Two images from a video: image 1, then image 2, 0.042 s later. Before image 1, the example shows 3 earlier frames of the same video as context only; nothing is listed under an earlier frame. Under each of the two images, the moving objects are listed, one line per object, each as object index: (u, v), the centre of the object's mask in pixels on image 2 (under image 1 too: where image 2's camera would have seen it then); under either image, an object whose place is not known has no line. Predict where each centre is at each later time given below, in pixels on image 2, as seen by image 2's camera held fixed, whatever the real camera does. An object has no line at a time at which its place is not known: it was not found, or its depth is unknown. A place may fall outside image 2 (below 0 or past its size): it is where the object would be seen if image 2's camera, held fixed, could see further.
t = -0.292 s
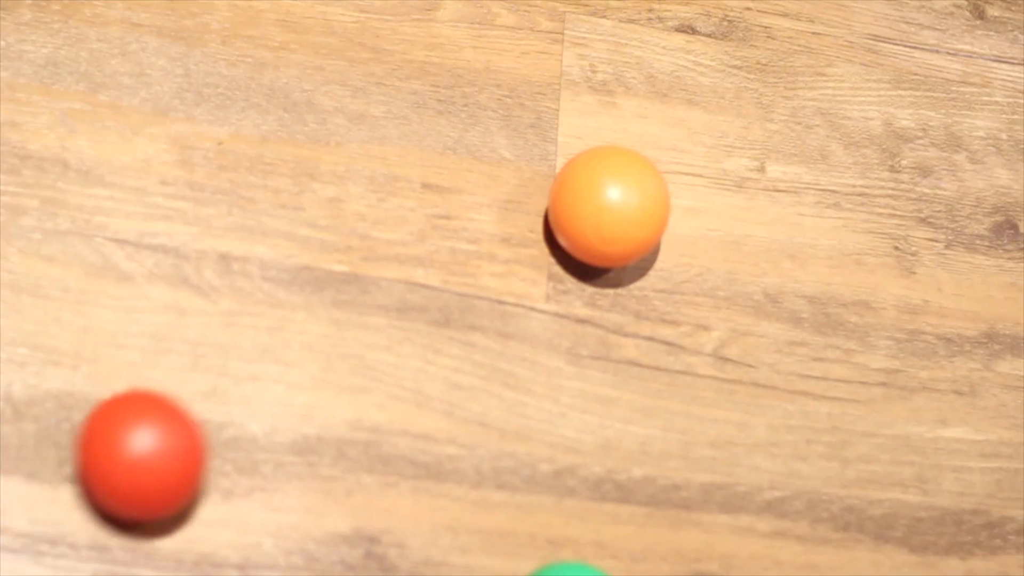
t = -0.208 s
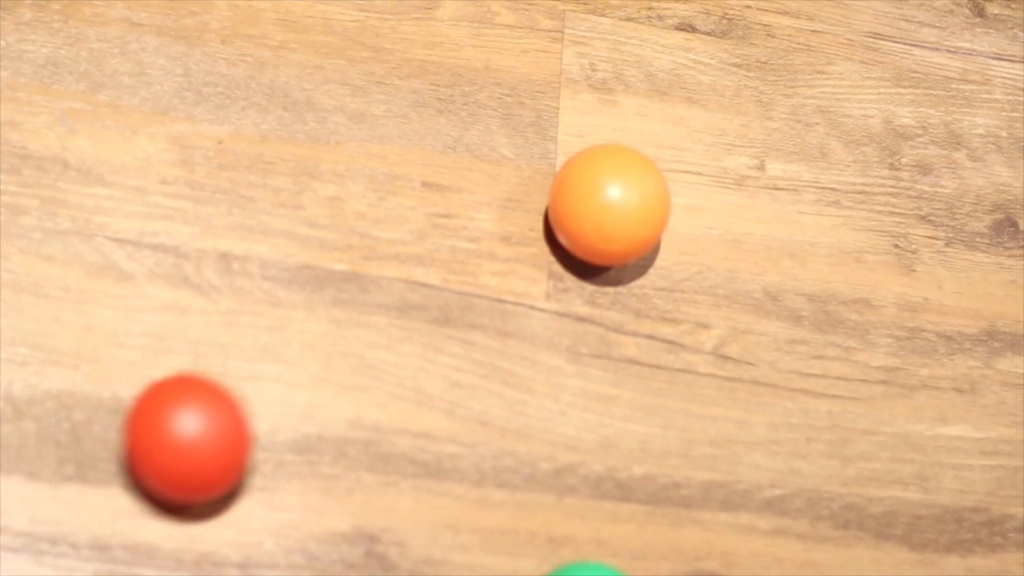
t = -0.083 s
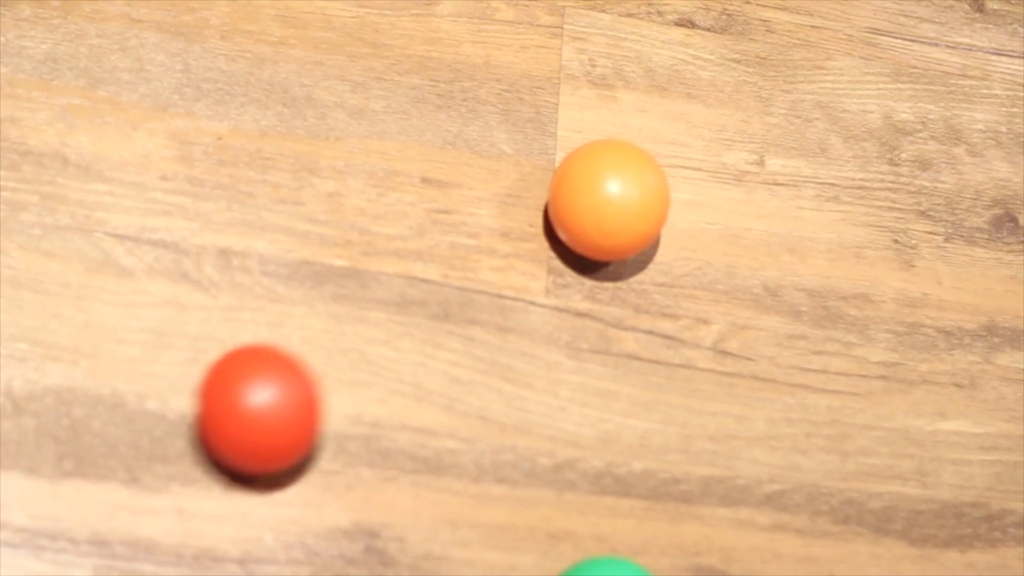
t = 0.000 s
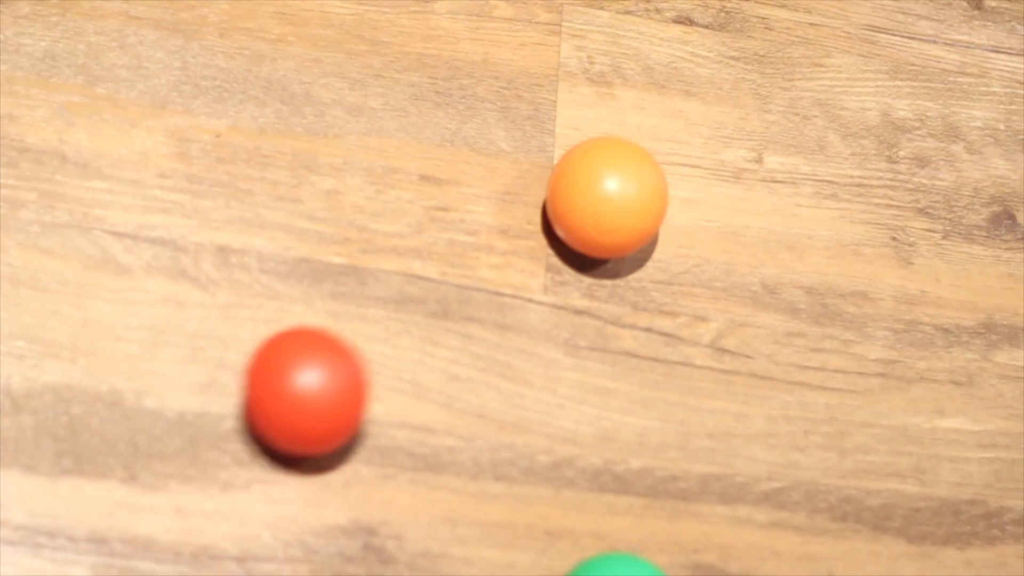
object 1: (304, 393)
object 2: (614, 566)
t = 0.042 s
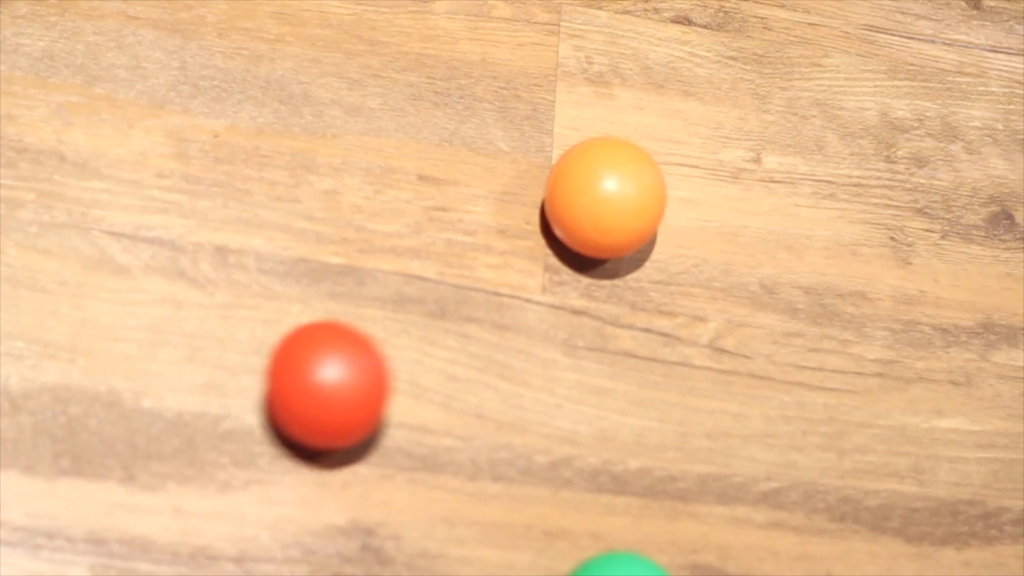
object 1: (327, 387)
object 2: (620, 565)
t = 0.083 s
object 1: (350, 380)
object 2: (624, 564)
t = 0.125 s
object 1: (372, 373)
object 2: (628, 563)
